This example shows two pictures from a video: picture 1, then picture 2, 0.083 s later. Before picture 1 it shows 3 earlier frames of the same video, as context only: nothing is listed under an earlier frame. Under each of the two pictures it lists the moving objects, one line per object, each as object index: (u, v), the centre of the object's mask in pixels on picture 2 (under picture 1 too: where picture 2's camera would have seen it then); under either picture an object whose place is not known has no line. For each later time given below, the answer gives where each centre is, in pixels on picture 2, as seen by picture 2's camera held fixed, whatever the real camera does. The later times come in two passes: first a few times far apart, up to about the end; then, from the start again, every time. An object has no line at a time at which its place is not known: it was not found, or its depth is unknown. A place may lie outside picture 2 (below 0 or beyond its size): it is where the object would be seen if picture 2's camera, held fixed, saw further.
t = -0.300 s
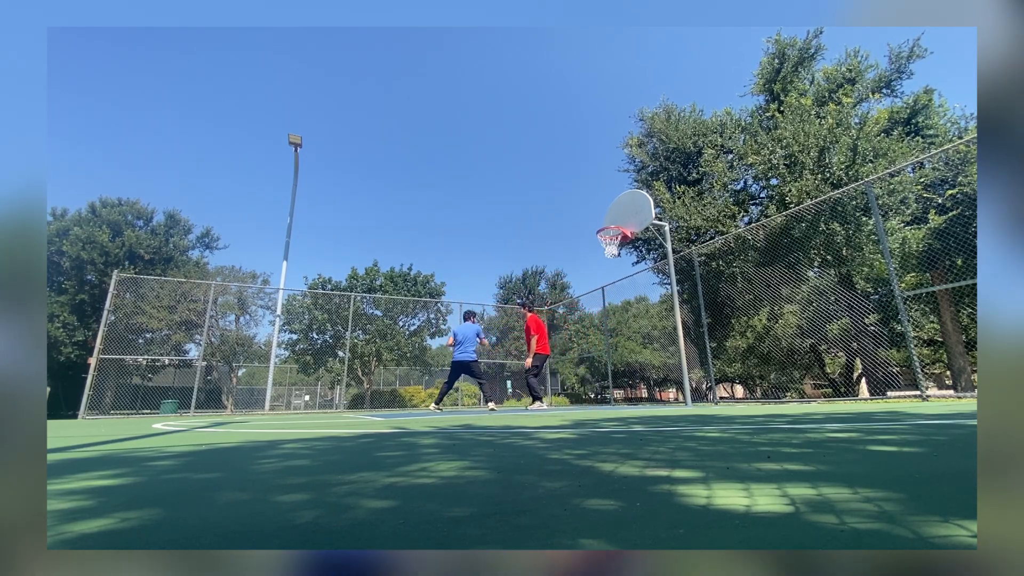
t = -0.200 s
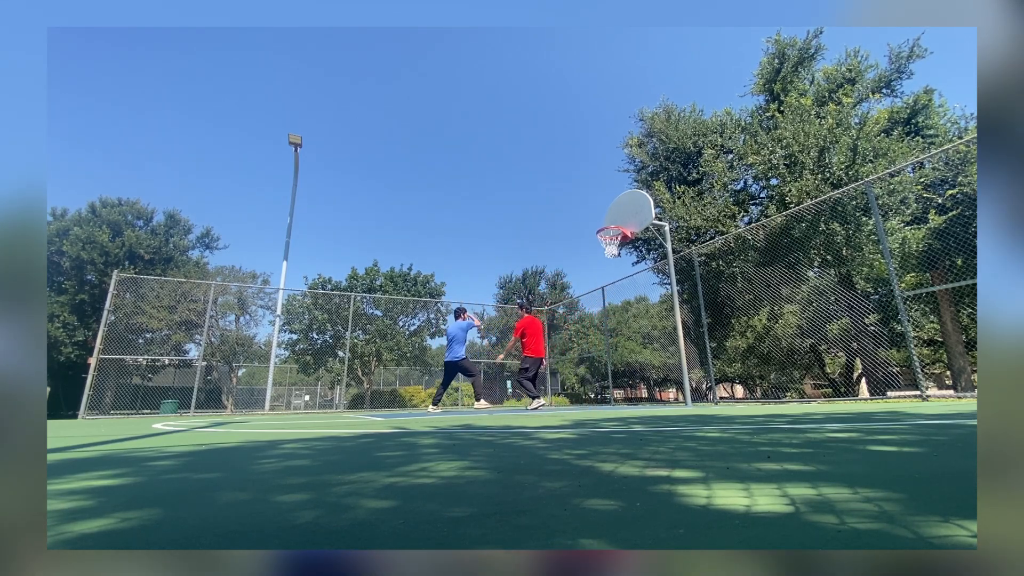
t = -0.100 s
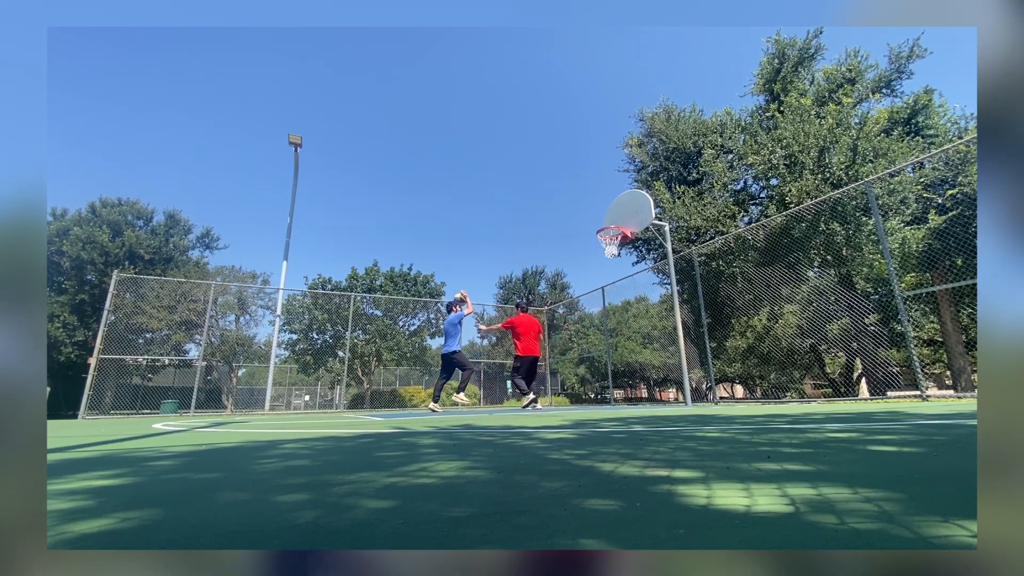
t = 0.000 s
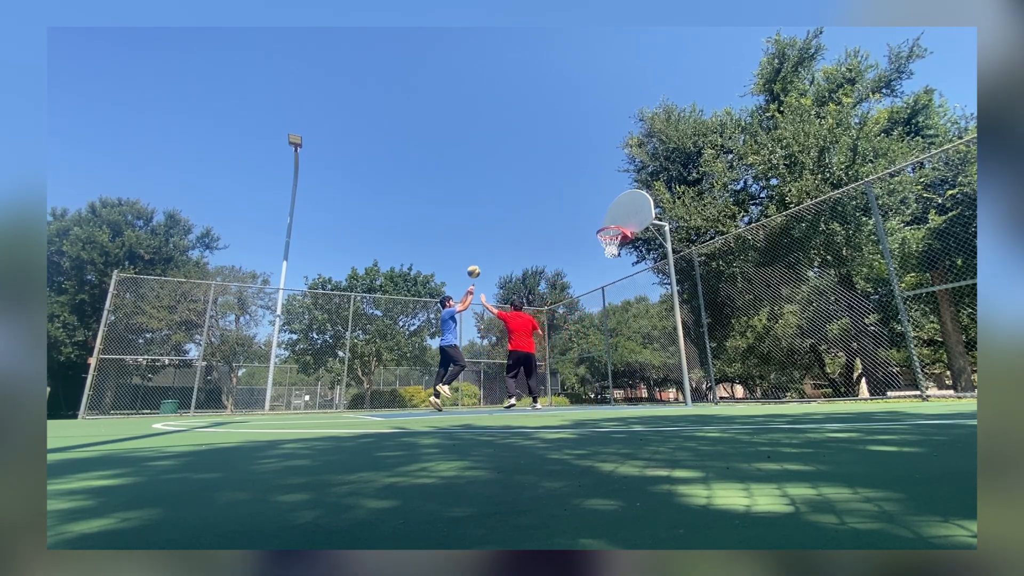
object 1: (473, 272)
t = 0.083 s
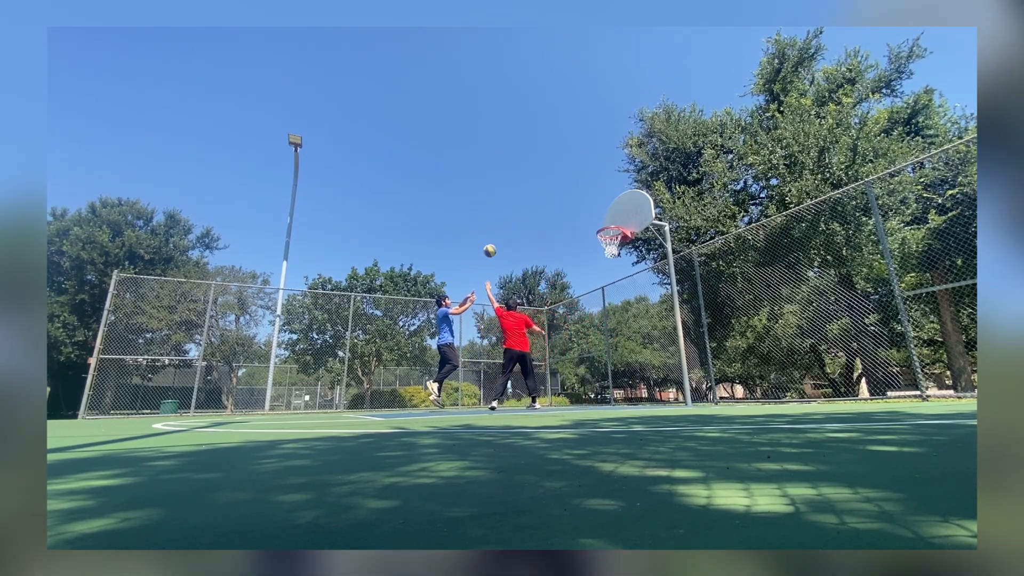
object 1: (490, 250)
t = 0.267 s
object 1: (525, 218)
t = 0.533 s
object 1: (575, 200)
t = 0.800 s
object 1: (628, 216)
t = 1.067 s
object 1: (681, 272)
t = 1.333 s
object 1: (743, 377)
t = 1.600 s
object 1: (746, 319)
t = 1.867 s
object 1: (744, 269)
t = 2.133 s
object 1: (750, 262)
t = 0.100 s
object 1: (493, 247)
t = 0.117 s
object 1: (496, 243)
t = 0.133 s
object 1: (499, 240)
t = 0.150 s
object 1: (502, 237)
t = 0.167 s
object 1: (506, 233)
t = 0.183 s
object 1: (509, 230)
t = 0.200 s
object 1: (512, 228)
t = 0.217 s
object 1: (515, 225)
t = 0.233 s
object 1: (518, 223)
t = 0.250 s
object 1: (521, 220)
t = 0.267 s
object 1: (525, 218)
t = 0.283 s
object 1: (528, 215)
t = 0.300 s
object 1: (531, 213)
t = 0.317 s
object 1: (534, 211)
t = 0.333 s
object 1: (537, 210)
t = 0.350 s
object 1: (540, 208)
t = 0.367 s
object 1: (543, 207)
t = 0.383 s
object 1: (546, 206)
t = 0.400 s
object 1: (549, 205)
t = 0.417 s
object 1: (553, 203)
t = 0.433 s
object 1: (556, 202)
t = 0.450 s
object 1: (559, 202)
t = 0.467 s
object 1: (562, 201)
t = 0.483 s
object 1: (565, 200)
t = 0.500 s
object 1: (569, 200)
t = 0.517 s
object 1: (572, 200)
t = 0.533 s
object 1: (575, 200)
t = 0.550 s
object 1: (578, 200)
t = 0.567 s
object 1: (581, 200)
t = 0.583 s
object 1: (584, 200)
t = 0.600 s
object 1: (588, 201)
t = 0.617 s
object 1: (591, 201)
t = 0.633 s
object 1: (594, 202)
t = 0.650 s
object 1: (597, 203)
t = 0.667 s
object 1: (601, 204)
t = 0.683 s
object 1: (605, 205)
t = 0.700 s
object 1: (608, 206)
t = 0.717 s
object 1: (611, 207)
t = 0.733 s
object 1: (614, 209)
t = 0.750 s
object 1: (617, 211)
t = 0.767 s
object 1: (622, 212)
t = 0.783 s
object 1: (625, 214)
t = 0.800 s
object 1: (628, 216)
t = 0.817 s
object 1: (632, 219)
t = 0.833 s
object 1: (635, 222)
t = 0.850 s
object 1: (639, 224)
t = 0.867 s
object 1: (642, 227)
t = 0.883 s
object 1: (646, 230)
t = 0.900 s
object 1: (649, 233)
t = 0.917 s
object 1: (652, 236)
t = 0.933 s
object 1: (655, 239)
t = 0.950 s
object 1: (658, 243)
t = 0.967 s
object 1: (661, 246)
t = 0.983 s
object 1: (665, 250)
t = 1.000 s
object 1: (667, 254)
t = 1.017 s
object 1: (671, 258)
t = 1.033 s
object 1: (675, 262)
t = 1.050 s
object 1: (677, 266)
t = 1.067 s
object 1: (681, 272)
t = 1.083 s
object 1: (684, 276)
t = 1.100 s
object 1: (687, 281)
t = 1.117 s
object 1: (691, 287)
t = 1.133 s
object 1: (694, 292)
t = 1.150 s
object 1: (698, 298)
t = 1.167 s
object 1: (701, 305)
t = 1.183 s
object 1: (705, 311)
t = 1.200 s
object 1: (709, 317)
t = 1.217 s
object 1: (713, 324)
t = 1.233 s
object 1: (717, 331)
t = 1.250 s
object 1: (721, 338)
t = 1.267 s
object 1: (725, 346)
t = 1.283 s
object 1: (730, 353)
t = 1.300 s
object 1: (735, 359)
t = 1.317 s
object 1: (739, 369)
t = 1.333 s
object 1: (743, 377)
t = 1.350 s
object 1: (748, 386)
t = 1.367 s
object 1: (753, 395)
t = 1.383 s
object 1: (754, 395)
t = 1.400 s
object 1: (753, 389)
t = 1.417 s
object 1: (752, 382)
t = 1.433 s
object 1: (751, 376)
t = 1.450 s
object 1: (751, 369)
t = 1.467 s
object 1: (750, 363)
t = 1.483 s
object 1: (750, 356)
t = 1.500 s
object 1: (749, 350)
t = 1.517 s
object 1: (749, 345)
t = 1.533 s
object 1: (748, 339)
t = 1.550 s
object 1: (748, 334)
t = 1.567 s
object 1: (747, 328)
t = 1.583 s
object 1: (746, 324)
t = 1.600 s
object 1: (746, 319)
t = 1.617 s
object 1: (746, 314)
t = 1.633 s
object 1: (745, 310)
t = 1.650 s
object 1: (745, 306)
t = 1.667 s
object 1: (745, 302)
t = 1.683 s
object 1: (744, 298)
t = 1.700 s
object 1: (744, 295)
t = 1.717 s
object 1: (744, 291)
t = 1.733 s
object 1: (744, 288)
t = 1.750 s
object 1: (744, 285)
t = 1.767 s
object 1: (744, 282)
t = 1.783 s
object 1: (744, 280)
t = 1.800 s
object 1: (744, 278)
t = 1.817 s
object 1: (744, 275)
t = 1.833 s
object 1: (744, 273)
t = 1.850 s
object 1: (744, 271)
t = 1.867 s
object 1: (744, 269)
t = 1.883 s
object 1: (745, 267)
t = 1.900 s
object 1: (745, 265)
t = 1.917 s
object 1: (745, 264)
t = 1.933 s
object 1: (745, 263)
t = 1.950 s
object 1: (746, 262)
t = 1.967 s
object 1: (746, 261)
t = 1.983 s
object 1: (746, 261)
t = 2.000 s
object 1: (746, 260)
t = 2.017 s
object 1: (747, 260)
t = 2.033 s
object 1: (747, 260)
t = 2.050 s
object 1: (748, 260)
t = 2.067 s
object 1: (748, 260)
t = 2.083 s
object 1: (749, 260)
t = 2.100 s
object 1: (749, 260)
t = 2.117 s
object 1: (750, 261)
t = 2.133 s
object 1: (750, 262)
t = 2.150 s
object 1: (751, 263)
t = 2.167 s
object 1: (752, 264)
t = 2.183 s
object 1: (752, 265)
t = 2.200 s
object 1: (753, 267)
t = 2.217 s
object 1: (754, 269)
